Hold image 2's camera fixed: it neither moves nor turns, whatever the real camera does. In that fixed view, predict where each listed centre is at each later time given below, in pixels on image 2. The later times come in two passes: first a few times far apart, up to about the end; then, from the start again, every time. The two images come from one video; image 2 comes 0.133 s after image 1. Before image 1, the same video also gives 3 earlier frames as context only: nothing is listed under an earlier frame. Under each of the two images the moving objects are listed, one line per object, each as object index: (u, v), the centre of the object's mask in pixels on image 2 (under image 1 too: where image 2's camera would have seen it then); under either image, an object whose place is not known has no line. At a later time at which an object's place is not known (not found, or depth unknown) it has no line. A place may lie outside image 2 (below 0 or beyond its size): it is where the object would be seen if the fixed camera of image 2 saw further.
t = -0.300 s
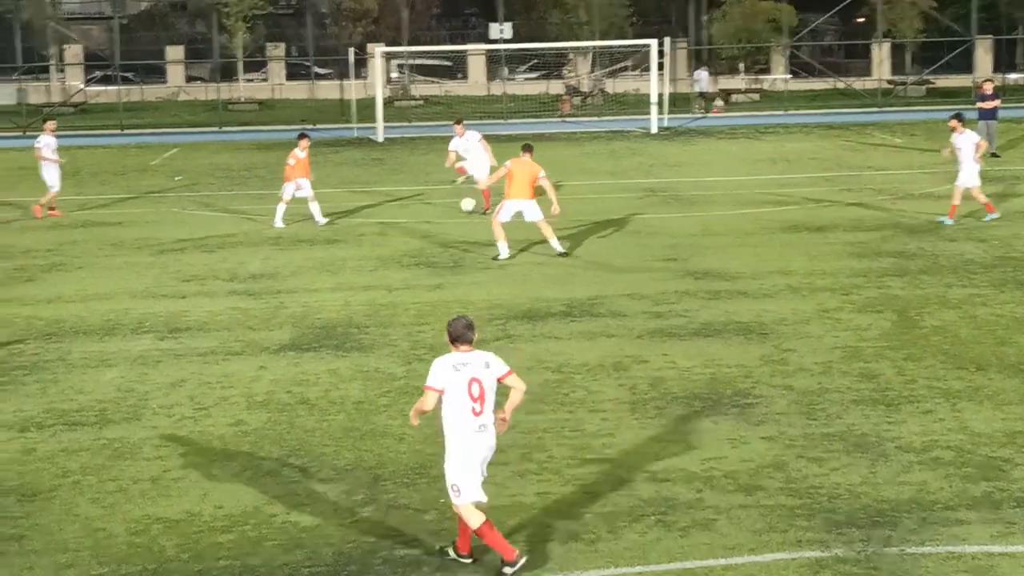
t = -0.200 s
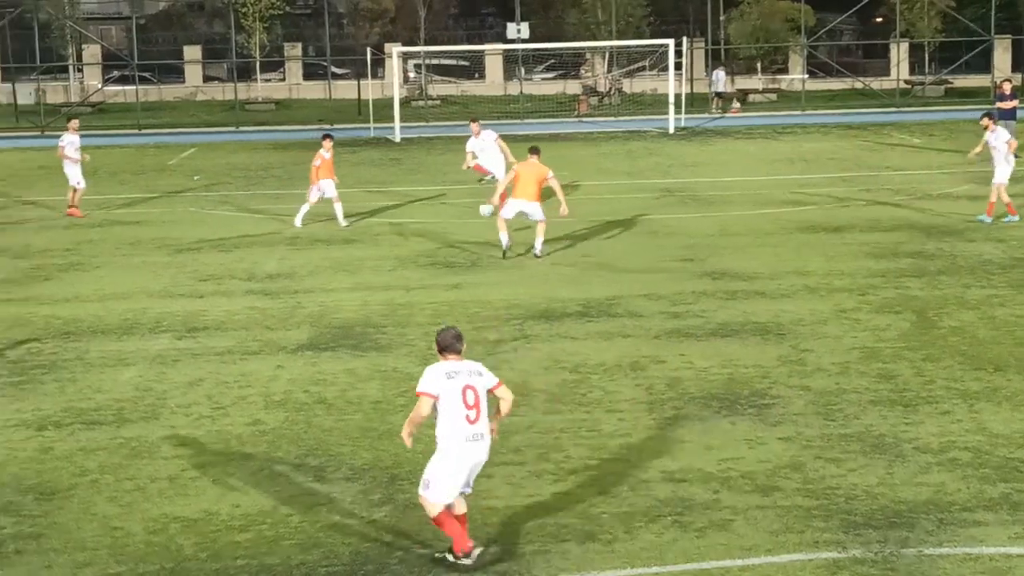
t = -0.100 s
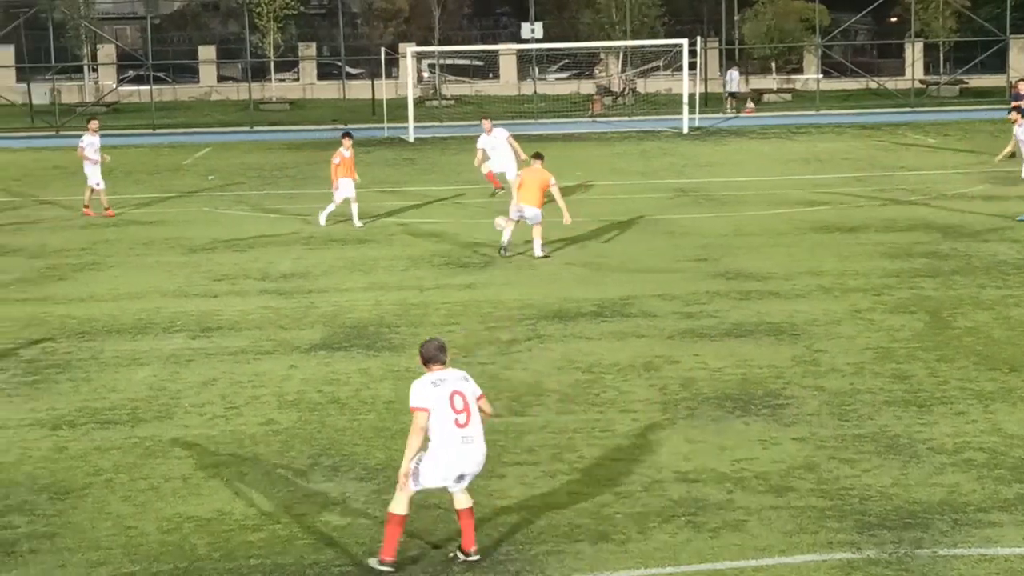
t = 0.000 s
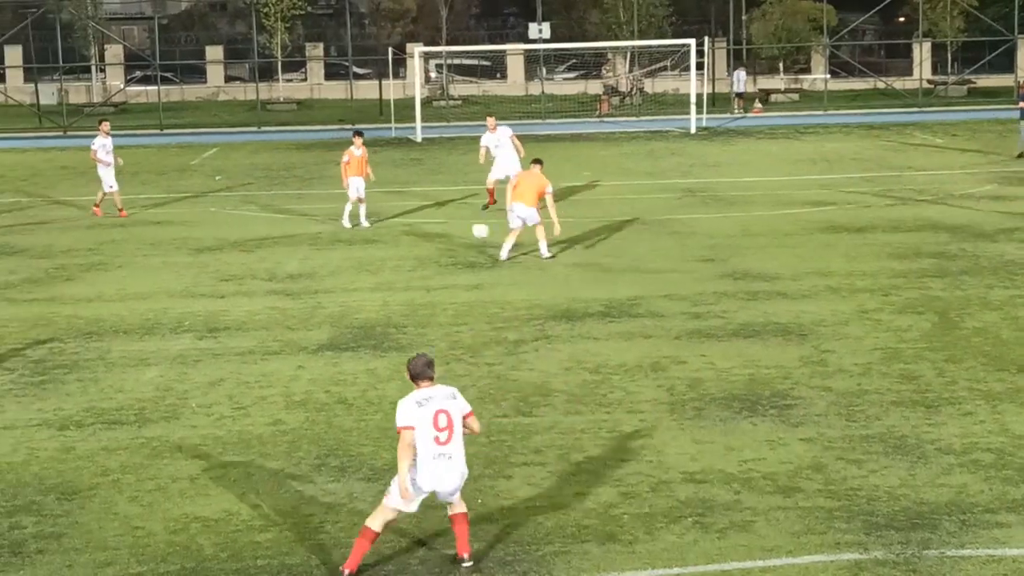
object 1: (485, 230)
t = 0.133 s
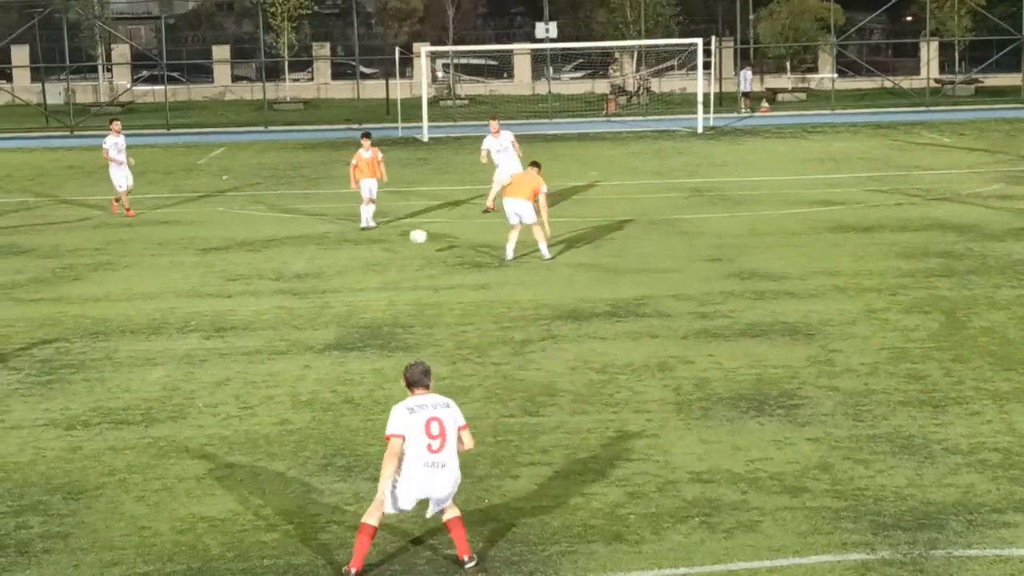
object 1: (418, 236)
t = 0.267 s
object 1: (354, 251)
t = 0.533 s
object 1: (273, 238)
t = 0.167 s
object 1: (401, 239)
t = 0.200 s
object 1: (385, 243)
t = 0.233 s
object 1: (368, 248)
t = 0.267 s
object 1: (354, 251)
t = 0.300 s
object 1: (343, 246)
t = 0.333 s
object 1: (333, 242)
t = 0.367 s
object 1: (323, 240)
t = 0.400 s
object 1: (313, 238)
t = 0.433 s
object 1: (303, 237)
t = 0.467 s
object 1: (293, 237)
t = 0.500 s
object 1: (283, 237)
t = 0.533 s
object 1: (273, 238)
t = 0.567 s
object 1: (264, 239)
